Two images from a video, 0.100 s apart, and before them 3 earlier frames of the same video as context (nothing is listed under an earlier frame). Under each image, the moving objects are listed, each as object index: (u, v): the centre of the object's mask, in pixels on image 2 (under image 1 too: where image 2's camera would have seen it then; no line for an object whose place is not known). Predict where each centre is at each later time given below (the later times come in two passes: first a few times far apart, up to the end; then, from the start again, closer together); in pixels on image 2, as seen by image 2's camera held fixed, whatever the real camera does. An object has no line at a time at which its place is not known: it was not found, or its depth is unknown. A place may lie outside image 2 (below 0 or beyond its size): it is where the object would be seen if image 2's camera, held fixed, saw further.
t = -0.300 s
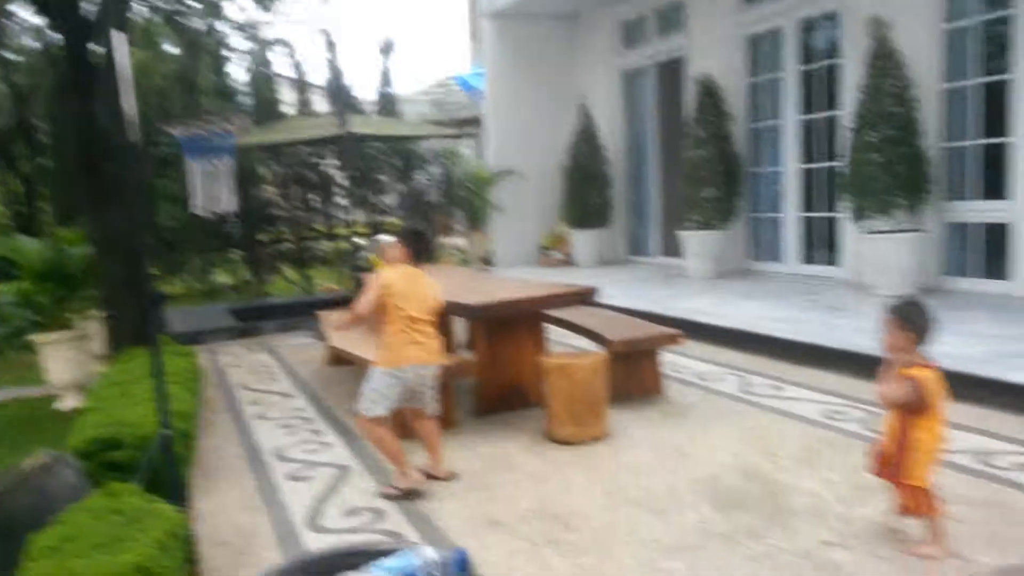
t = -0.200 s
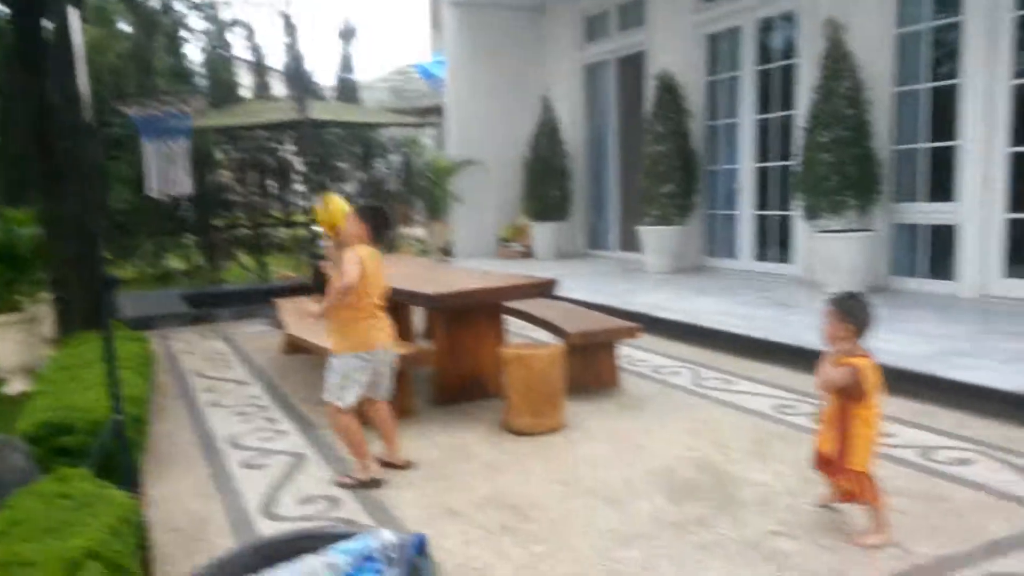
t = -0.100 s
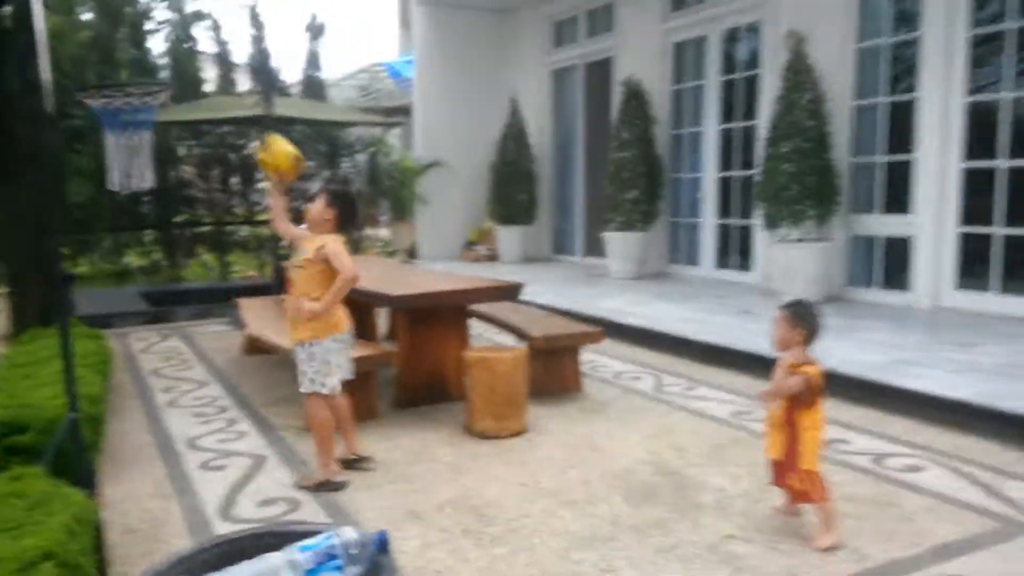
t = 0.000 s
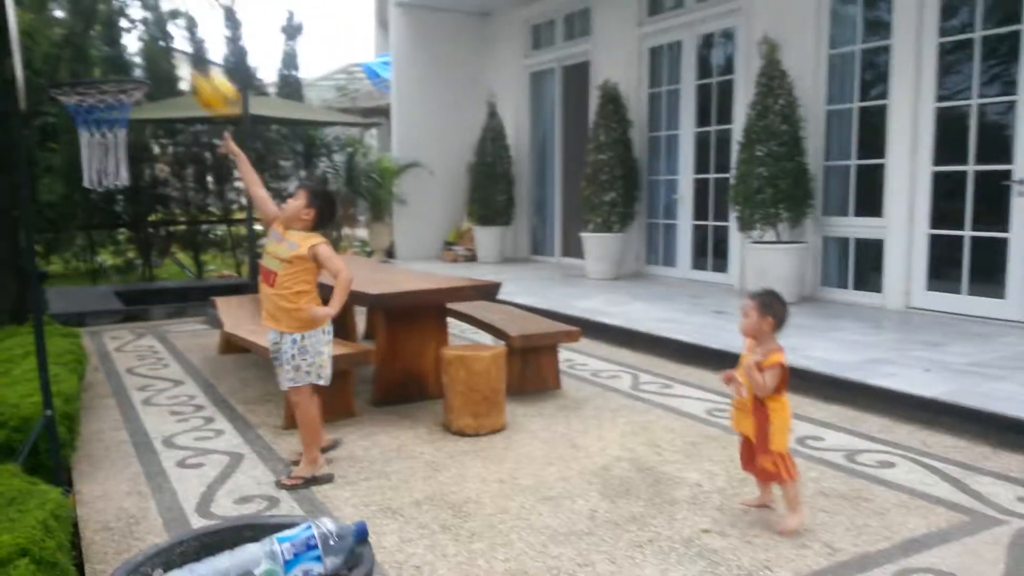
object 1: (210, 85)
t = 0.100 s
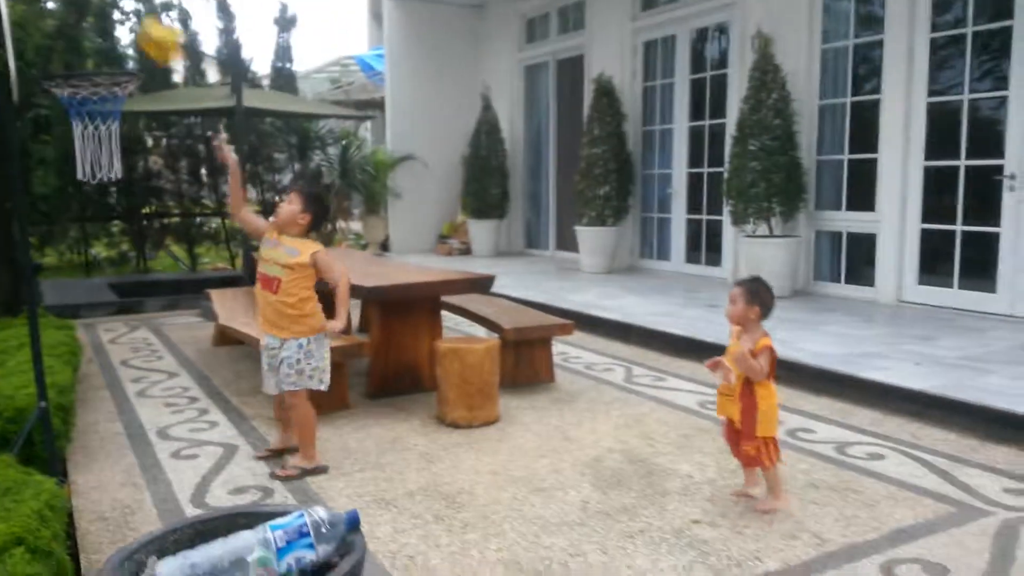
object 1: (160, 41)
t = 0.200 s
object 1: (115, 29)
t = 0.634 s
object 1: (134, 39)
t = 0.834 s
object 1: (197, 83)
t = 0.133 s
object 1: (146, 31)
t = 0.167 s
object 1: (130, 28)
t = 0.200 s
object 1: (115, 29)
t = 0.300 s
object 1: (64, 19)
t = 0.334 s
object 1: (44, 15)
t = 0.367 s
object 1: (34, 22)
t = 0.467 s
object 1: (68, 47)
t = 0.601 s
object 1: (122, 38)
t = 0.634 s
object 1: (134, 39)
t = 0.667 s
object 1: (146, 43)
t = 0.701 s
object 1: (153, 47)
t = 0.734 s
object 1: (165, 53)
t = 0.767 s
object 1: (178, 63)
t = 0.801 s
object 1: (188, 70)
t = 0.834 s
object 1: (197, 83)
